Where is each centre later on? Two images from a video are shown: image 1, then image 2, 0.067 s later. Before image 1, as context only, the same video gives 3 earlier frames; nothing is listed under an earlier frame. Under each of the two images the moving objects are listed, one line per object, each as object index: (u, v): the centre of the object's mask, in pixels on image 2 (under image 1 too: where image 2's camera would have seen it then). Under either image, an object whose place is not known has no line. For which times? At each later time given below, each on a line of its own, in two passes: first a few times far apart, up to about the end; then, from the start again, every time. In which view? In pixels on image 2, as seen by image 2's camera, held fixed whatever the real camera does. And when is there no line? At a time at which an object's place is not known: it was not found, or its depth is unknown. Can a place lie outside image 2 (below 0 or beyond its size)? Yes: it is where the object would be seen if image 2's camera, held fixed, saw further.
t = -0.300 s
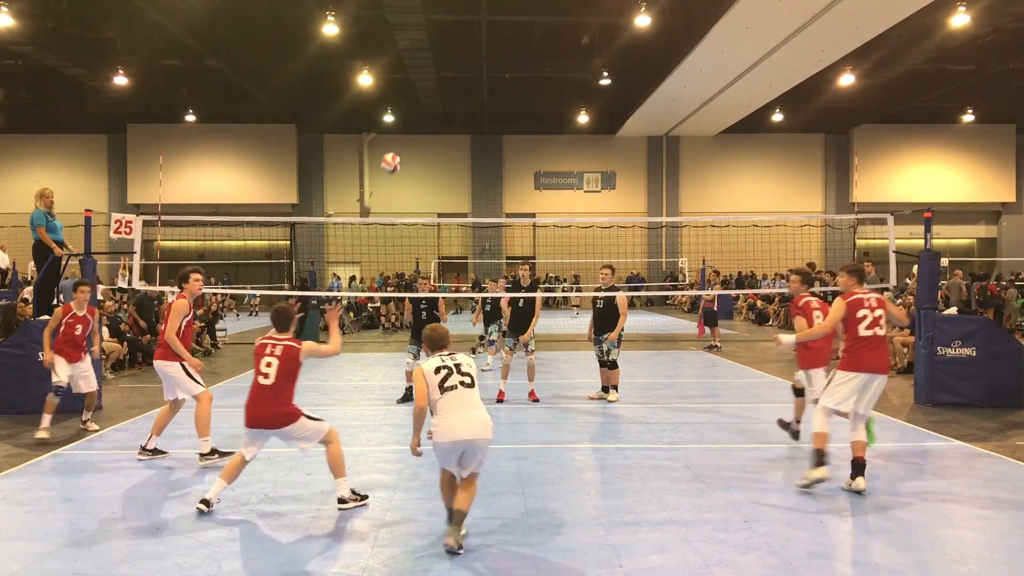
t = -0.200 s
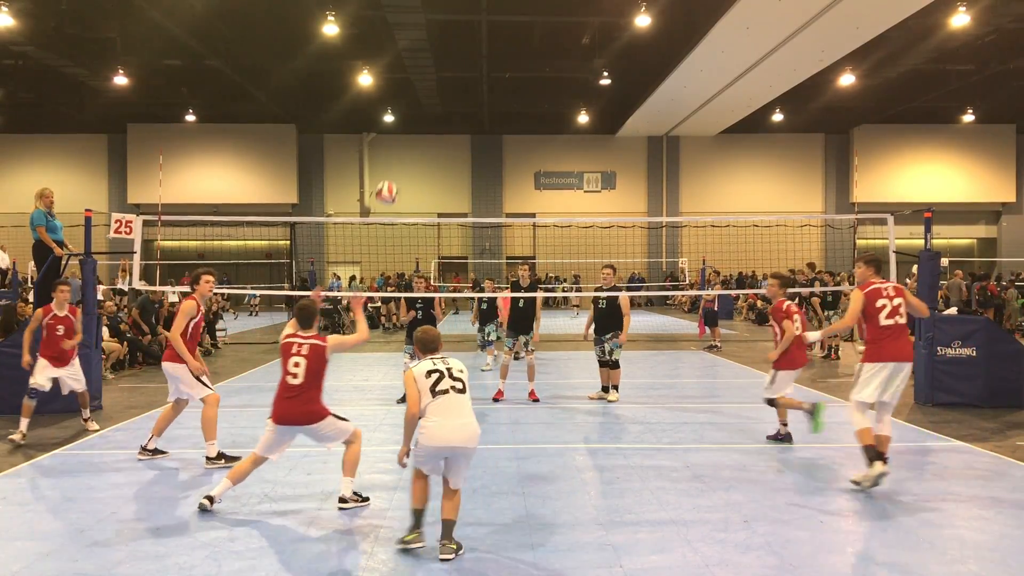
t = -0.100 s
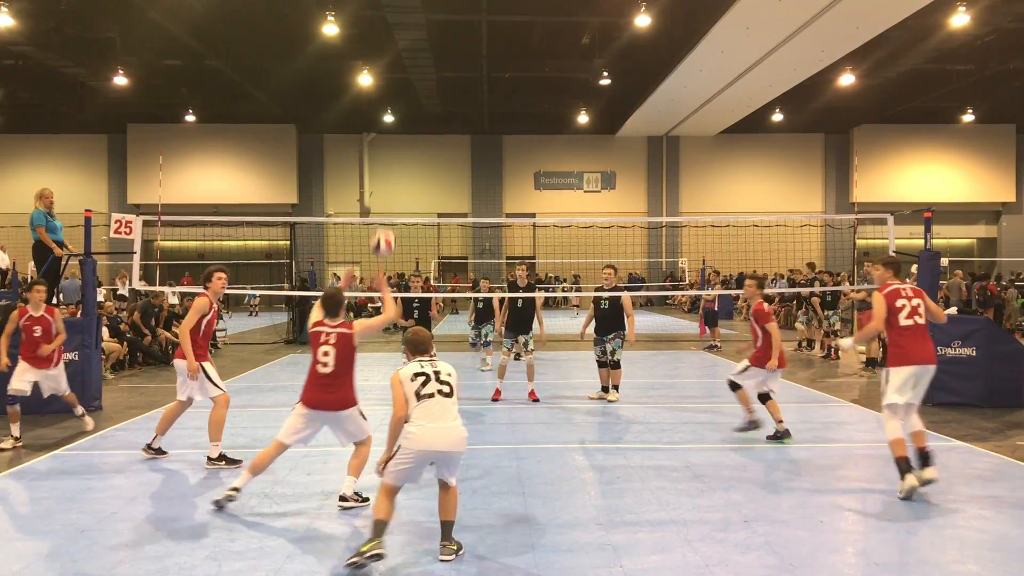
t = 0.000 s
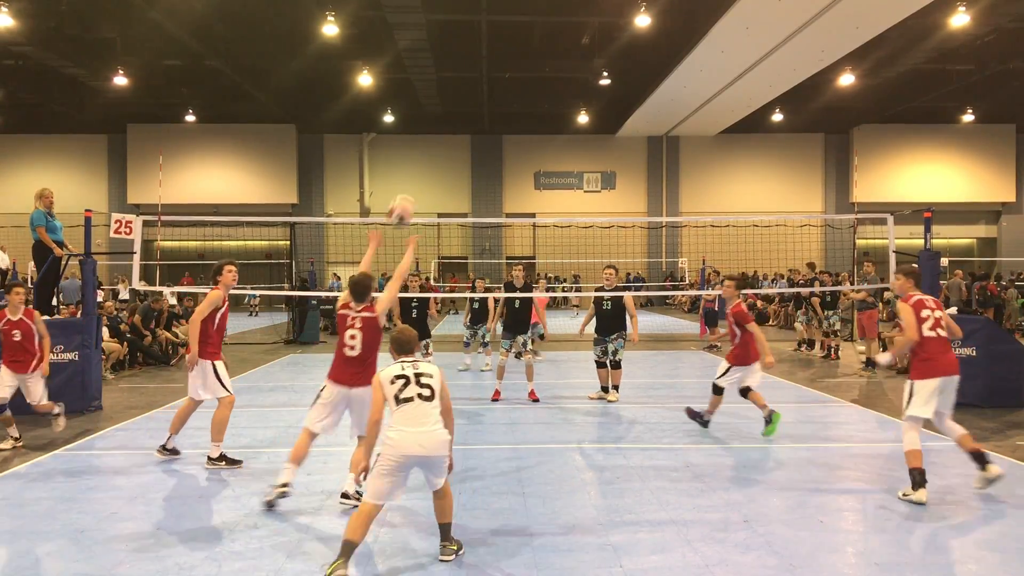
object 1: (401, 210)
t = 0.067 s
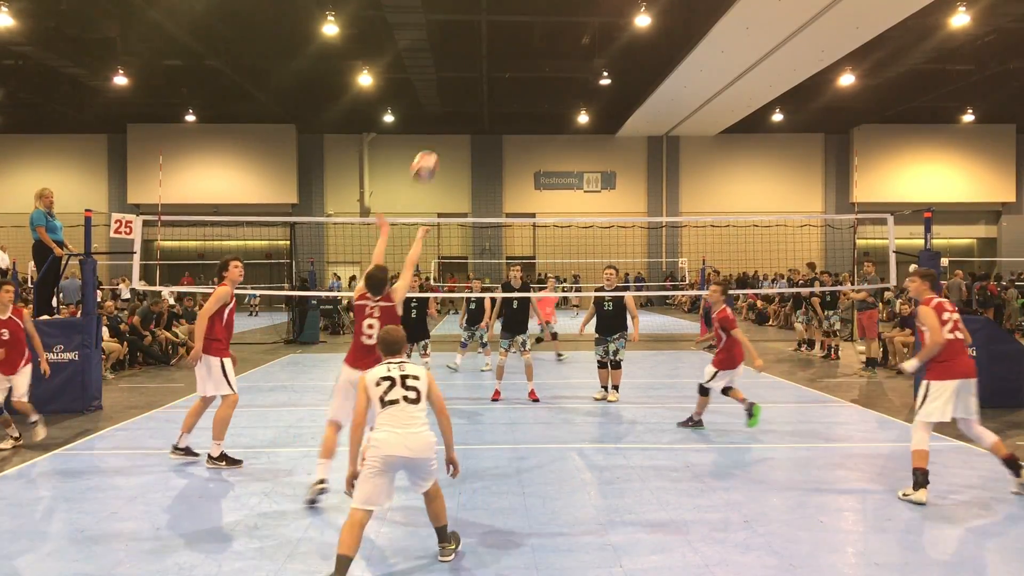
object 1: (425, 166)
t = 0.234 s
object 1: (478, 87)
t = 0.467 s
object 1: (543, 40)
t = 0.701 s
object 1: (598, 52)
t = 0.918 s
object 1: (641, 106)
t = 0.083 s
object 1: (431, 156)
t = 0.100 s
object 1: (436, 147)
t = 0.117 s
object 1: (442, 138)
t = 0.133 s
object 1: (447, 130)
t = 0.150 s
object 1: (452, 121)
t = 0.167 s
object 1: (457, 114)
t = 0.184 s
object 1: (463, 106)
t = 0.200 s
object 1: (468, 100)
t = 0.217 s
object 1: (473, 93)
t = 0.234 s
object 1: (478, 87)
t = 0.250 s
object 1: (483, 82)
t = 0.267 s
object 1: (488, 76)
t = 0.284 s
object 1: (493, 71)
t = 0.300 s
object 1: (498, 67)
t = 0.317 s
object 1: (502, 63)
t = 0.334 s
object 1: (507, 59)
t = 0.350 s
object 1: (512, 55)
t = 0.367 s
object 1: (516, 52)
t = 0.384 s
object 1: (521, 50)
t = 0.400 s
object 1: (526, 47)
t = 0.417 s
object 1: (530, 45)
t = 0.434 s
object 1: (535, 43)
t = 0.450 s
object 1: (539, 41)
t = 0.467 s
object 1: (543, 40)
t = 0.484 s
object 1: (547, 39)
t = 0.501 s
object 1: (552, 38)
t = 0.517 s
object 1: (556, 38)
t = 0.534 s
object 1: (560, 38)
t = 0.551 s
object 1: (564, 38)
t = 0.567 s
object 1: (568, 39)
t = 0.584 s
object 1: (572, 39)
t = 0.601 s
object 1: (575, 41)
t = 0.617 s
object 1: (579, 42)
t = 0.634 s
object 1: (583, 43)
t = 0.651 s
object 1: (587, 45)
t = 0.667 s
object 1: (590, 47)
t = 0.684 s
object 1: (594, 50)
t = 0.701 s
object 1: (598, 52)
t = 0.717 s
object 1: (601, 55)
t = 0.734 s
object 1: (605, 58)
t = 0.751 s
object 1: (608, 61)
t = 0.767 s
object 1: (611, 65)
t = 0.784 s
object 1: (615, 69)
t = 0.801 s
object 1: (618, 72)
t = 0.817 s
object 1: (621, 77)
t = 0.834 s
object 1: (625, 81)
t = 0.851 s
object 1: (628, 86)
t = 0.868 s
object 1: (631, 91)
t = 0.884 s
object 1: (634, 96)
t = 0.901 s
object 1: (638, 101)
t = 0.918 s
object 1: (641, 106)
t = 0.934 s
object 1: (644, 111)
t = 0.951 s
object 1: (647, 117)
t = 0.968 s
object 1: (650, 123)
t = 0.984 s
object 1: (653, 130)
